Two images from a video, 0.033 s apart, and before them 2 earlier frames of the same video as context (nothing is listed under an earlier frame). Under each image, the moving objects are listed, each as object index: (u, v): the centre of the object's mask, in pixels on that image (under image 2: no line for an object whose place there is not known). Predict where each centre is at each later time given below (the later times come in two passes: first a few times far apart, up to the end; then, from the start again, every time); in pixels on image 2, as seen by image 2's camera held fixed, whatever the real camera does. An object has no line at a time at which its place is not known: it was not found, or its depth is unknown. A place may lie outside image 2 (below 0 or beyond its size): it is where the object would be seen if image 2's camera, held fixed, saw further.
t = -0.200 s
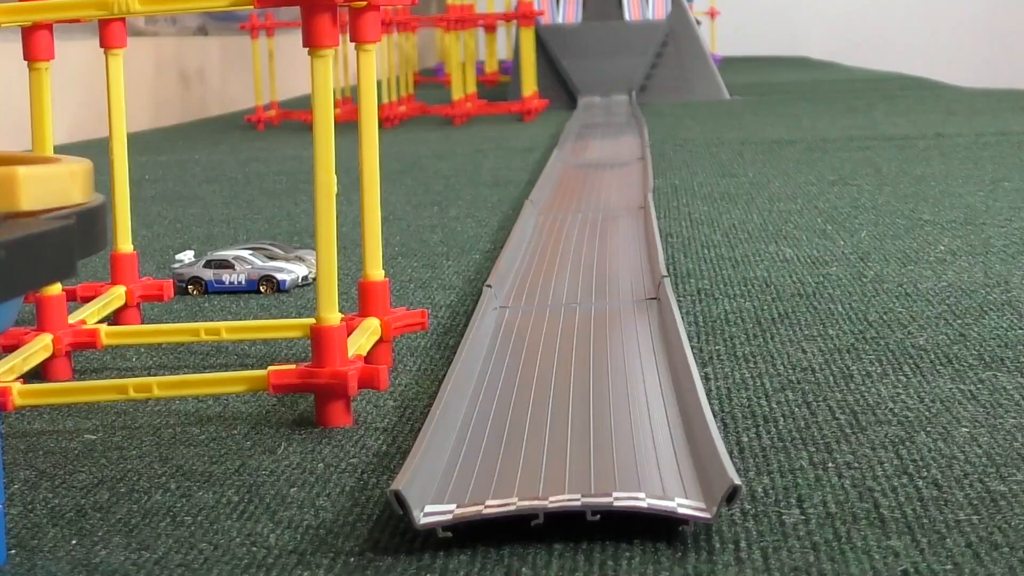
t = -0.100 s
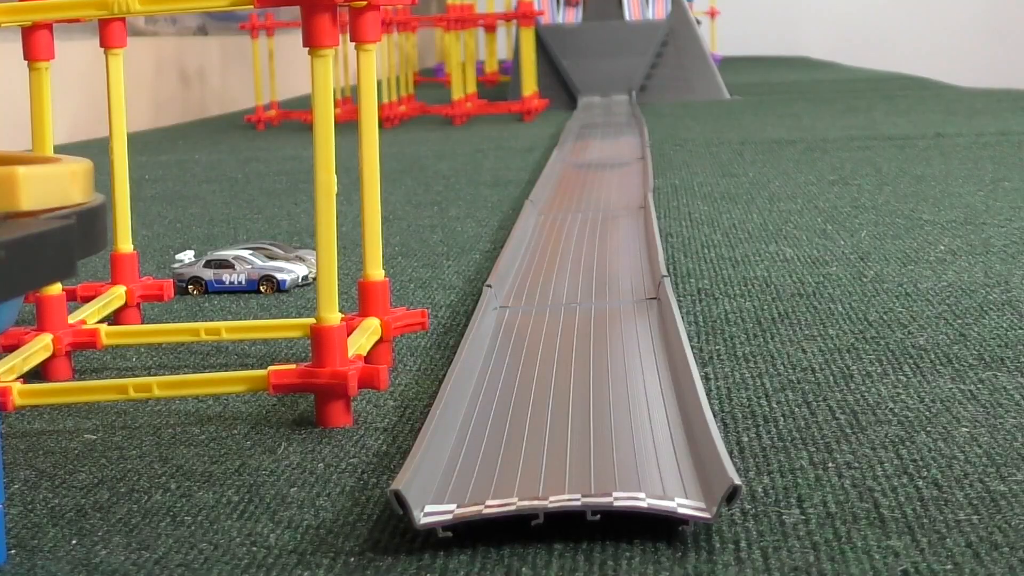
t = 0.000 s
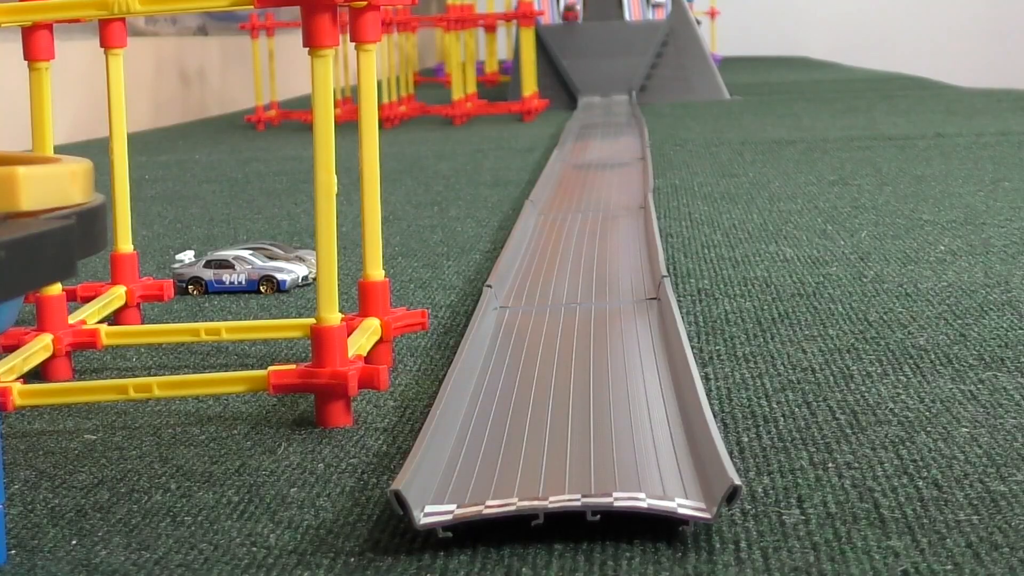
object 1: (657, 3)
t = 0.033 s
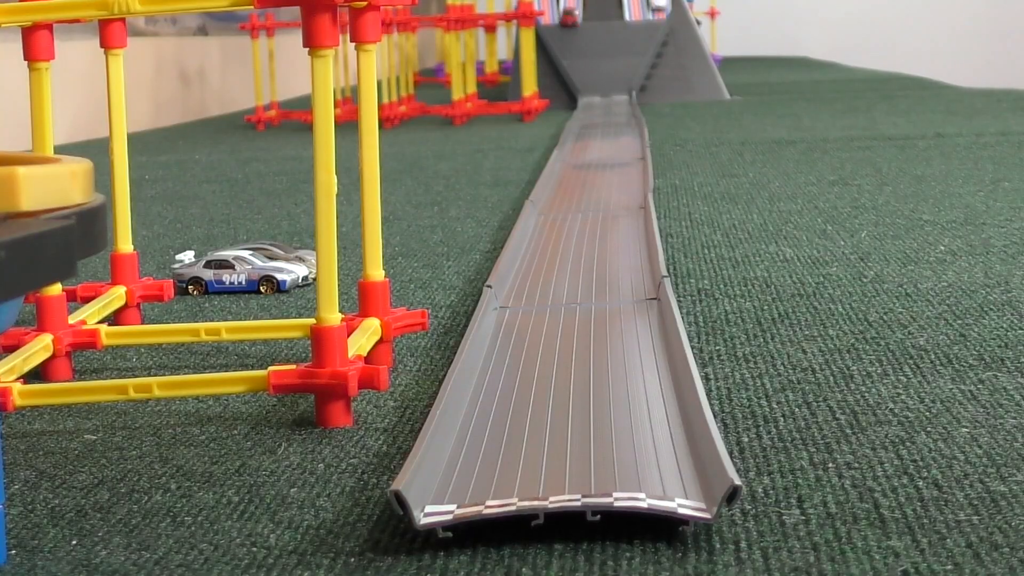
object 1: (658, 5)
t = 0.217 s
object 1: (649, 28)
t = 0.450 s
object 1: (620, 69)
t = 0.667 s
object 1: (592, 101)
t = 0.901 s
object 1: (590, 107)
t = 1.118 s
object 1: (594, 112)
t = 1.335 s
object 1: (597, 115)
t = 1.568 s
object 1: (598, 122)
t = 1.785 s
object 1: (592, 129)
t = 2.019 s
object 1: (578, 145)
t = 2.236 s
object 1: (578, 160)
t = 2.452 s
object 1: (563, 179)
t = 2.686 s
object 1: (551, 201)
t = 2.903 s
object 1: (548, 221)
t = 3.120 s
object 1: (537, 256)
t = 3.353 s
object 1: (525, 306)
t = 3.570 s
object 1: (503, 367)
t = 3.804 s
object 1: (479, 462)
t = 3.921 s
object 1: (462, 532)
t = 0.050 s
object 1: (659, 6)
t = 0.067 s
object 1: (658, 8)
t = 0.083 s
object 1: (658, 10)
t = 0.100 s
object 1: (658, 10)
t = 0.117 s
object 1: (657, 13)
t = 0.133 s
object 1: (657, 15)
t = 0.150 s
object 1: (656, 17)
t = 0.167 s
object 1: (655, 20)
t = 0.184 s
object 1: (654, 22)
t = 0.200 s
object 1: (652, 25)
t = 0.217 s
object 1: (649, 28)
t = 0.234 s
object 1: (647, 32)
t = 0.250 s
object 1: (646, 34)
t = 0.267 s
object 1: (644, 36)
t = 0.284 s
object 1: (642, 39)
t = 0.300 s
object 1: (640, 42)
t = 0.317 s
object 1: (637, 45)
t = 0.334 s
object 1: (635, 48)
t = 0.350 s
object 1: (633, 51)
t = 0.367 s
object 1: (630, 54)
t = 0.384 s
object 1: (628, 57)
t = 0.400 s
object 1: (626, 60)
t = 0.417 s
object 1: (624, 63)
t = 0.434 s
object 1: (622, 66)
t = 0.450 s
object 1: (620, 69)
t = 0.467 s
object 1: (617, 73)
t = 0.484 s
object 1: (615, 76)
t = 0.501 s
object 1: (613, 80)
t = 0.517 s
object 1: (611, 83)
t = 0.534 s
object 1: (608, 85)
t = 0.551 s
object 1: (606, 87)
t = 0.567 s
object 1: (603, 91)
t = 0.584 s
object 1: (601, 93)
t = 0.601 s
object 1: (598, 96)
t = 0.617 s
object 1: (597, 98)
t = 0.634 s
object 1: (596, 99)
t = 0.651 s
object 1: (594, 100)
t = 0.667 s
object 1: (592, 101)
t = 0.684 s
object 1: (591, 102)
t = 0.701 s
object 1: (590, 103)
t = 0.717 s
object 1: (589, 103)
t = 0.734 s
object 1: (590, 103)
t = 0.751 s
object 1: (589, 103)
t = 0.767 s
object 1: (589, 105)
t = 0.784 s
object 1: (590, 105)
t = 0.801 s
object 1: (590, 106)
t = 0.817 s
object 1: (590, 106)
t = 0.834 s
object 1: (590, 105)
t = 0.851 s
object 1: (590, 107)
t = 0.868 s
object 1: (590, 107)
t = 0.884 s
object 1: (590, 107)
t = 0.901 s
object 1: (590, 107)
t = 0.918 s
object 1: (590, 108)
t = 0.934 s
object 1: (590, 108)
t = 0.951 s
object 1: (591, 108)
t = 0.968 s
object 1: (591, 108)
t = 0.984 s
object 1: (591, 109)
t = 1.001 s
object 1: (591, 109)
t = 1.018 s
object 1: (591, 110)
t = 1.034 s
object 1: (592, 110)
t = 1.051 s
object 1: (592, 111)
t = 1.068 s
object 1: (593, 111)
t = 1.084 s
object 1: (593, 111)
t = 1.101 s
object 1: (593, 112)
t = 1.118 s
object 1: (594, 112)
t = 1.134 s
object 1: (594, 112)
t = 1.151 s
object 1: (594, 112)
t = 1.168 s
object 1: (595, 112)
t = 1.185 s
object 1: (595, 113)
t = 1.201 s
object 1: (595, 113)
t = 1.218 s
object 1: (595, 113)
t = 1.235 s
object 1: (595, 113)
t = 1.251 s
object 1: (595, 113)
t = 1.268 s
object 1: (596, 114)
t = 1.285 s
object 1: (596, 114)
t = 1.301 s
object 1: (597, 114)
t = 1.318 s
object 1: (597, 115)
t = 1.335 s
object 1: (597, 115)
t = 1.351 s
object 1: (597, 115)
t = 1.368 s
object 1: (597, 116)
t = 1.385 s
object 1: (597, 116)
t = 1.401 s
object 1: (598, 117)
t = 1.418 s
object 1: (598, 118)
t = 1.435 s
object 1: (598, 119)
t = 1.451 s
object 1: (598, 120)
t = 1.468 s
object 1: (598, 120)
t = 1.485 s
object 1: (598, 120)
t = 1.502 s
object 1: (598, 120)
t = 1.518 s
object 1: (598, 120)
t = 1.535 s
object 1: (598, 121)
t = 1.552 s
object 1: (598, 122)
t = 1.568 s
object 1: (598, 122)
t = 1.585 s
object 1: (597, 123)
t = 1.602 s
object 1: (597, 122)
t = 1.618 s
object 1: (597, 123)
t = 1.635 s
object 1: (596, 123)
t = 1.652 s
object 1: (596, 124)
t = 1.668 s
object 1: (595, 124)
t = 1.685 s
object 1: (595, 125)
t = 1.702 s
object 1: (595, 125)
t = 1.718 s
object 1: (594, 126)
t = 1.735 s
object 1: (594, 126)
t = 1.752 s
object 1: (593, 127)
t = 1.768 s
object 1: (593, 128)
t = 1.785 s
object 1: (592, 129)
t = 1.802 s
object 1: (591, 129)
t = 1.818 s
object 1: (591, 130)
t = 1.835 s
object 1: (590, 132)
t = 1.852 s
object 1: (589, 133)
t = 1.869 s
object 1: (588, 134)
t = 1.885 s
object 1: (587, 136)
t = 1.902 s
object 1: (585, 137)
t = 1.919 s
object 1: (584, 138)
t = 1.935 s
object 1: (582, 139)
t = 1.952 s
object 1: (581, 140)
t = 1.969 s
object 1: (580, 142)
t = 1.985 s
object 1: (578, 143)
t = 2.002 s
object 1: (578, 144)
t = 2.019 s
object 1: (578, 145)
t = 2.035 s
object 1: (578, 146)
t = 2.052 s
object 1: (578, 148)
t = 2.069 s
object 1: (578, 149)
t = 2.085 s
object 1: (578, 151)
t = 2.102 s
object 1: (579, 151)
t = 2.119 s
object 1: (579, 153)
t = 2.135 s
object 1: (579, 154)
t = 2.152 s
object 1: (579, 155)
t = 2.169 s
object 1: (579, 155)
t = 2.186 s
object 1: (579, 157)
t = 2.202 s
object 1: (579, 157)
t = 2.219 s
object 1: (579, 158)
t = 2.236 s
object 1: (578, 160)
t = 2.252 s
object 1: (577, 161)
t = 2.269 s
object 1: (577, 162)
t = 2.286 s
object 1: (576, 164)
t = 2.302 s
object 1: (575, 165)
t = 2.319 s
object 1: (573, 166)
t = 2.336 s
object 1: (573, 168)
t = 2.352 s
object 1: (572, 170)
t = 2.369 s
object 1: (571, 171)
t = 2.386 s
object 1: (569, 173)
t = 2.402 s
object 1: (567, 175)
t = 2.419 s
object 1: (565, 176)
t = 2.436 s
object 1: (564, 178)
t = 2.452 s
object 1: (563, 179)
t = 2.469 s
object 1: (562, 181)
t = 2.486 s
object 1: (561, 182)
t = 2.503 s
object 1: (560, 184)
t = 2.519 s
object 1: (559, 186)
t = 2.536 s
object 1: (559, 187)
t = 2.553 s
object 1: (558, 189)
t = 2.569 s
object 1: (557, 190)
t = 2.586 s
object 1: (556, 193)
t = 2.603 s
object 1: (555, 194)
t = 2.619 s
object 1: (554, 195)
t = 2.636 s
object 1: (554, 196)
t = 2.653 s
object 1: (553, 198)
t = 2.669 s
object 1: (552, 199)
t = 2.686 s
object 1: (551, 201)
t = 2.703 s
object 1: (550, 202)
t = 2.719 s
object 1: (551, 203)
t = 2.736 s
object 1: (551, 204)
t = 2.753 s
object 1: (550, 206)
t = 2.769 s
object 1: (550, 208)
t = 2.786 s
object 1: (550, 209)
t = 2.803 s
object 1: (551, 209)
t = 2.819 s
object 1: (551, 210)
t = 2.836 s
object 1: (551, 213)
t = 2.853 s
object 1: (551, 214)
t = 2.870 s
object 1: (550, 217)
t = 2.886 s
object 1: (549, 219)
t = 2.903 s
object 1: (548, 221)
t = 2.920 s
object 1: (547, 223)
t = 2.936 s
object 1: (546, 227)
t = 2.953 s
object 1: (546, 230)
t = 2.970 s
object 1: (544, 231)
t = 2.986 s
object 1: (542, 233)
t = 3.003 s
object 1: (540, 236)
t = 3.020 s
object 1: (540, 239)
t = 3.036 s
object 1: (539, 241)
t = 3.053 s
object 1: (539, 244)
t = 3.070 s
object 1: (539, 246)
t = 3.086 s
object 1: (538, 250)
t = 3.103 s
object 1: (538, 253)
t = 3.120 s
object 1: (537, 256)
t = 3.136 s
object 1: (536, 259)
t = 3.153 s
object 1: (536, 262)
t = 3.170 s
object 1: (535, 265)
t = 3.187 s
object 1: (534, 269)
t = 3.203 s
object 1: (533, 272)
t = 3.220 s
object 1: (533, 276)
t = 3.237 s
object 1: (532, 279)
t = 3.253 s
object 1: (531, 283)
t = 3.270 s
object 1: (531, 286)
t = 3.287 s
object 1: (529, 290)
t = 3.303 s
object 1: (528, 294)
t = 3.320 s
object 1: (527, 298)
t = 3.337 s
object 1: (525, 302)
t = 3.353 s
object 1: (525, 306)
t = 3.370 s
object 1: (523, 310)
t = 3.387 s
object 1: (521, 314)
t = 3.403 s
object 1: (519, 319)
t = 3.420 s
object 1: (518, 323)
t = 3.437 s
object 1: (516, 327)
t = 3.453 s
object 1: (514, 332)
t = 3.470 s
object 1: (511, 336)
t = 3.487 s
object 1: (509, 342)
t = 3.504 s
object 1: (507, 346)
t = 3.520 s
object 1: (507, 351)
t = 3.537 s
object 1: (506, 356)
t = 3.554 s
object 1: (505, 361)
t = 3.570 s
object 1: (503, 367)
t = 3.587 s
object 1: (502, 373)
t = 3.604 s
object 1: (500, 379)
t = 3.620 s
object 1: (499, 386)
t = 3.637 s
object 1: (496, 391)
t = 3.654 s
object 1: (494, 398)
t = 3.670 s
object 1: (494, 405)
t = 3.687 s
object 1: (492, 412)
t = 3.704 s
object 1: (491, 420)
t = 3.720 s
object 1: (489, 428)
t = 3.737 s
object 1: (487, 435)
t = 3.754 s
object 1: (486, 441)
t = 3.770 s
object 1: (485, 448)
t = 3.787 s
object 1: (482, 455)
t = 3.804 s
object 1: (479, 462)
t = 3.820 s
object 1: (475, 472)
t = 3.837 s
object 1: (471, 485)
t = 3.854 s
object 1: (464, 515)
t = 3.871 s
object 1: (465, 518)
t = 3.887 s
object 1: (464, 522)
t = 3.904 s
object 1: (463, 525)
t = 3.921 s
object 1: (462, 532)
